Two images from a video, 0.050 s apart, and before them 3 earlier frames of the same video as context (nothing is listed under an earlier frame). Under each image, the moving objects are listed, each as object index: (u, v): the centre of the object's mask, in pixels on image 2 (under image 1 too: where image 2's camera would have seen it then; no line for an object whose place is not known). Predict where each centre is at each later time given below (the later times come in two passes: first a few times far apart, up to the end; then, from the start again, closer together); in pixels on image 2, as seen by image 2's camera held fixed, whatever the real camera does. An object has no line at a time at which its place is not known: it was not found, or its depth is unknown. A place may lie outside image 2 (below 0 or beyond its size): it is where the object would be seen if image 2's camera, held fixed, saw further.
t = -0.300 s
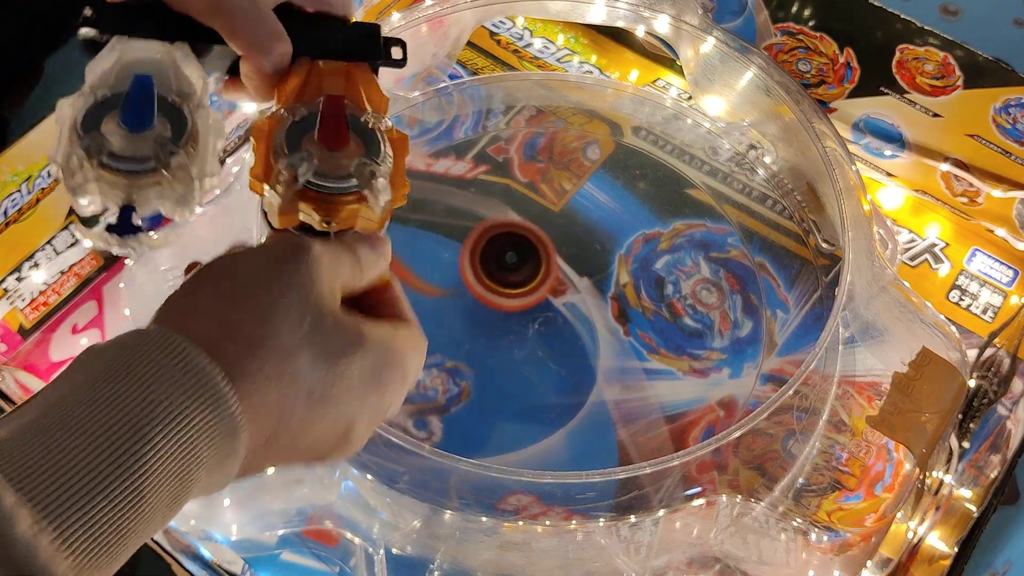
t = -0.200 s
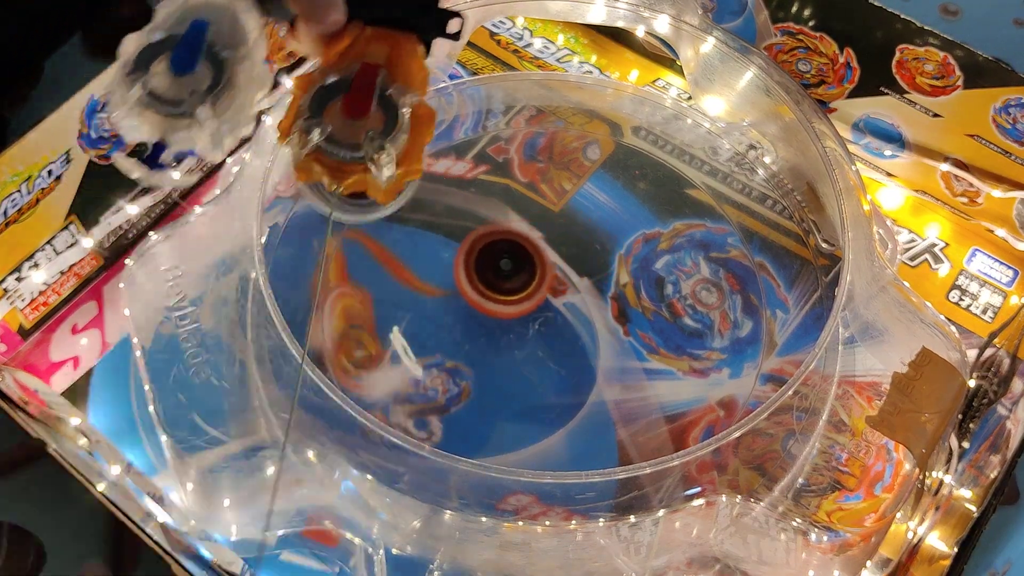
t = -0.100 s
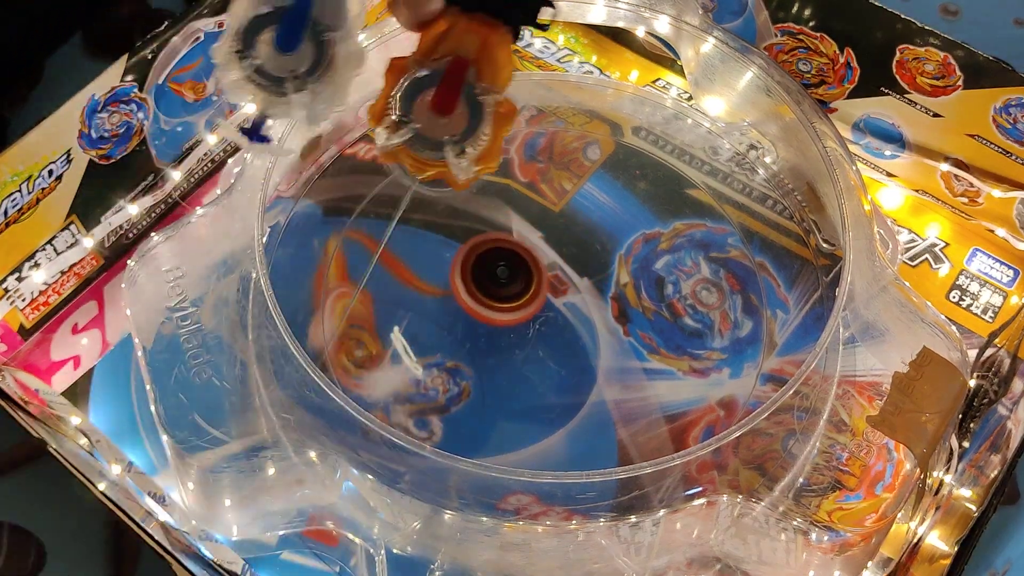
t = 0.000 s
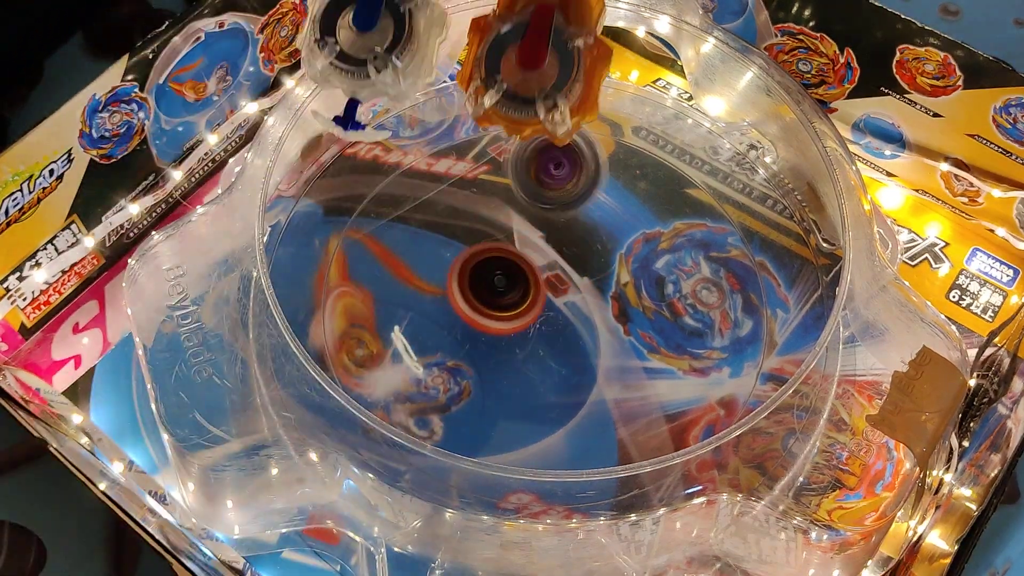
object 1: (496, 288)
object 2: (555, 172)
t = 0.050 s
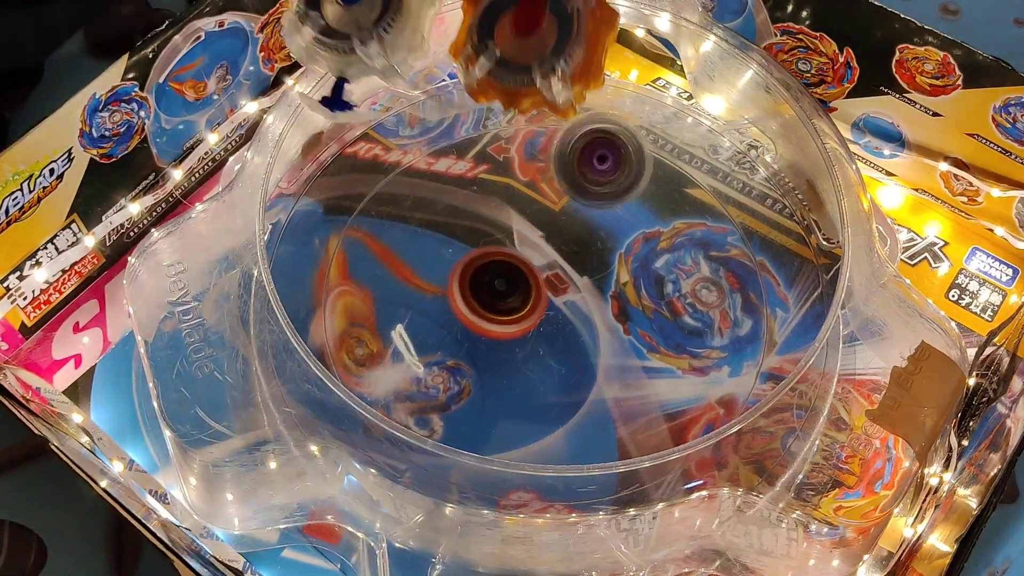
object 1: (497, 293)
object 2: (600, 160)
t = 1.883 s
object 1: (511, 252)
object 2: (647, 365)
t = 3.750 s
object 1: (605, 273)
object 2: (581, 359)
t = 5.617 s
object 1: (610, 288)
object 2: (487, 216)
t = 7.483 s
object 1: (526, 320)
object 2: (591, 226)
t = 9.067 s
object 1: (655, 170)
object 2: (574, 383)
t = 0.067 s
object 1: (498, 297)
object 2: (615, 155)
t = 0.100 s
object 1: (499, 300)
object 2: (643, 158)
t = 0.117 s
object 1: (499, 301)
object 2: (655, 165)
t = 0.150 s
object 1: (499, 304)
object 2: (679, 180)
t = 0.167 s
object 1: (500, 306)
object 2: (692, 186)
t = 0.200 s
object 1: (501, 310)
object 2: (706, 181)
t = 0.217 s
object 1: (501, 311)
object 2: (715, 187)
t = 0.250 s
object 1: (503, 315)
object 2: (721, 197)
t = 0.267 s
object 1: (503, 316)
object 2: (725, 216)
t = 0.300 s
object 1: (504, 319)
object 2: (738, 235)
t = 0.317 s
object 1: (504, 319)
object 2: (727, 237)
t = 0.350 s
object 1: (505, 322)
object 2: (728, 243)
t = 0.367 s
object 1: (505, 324)
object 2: (715, 252)
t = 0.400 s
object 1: (506, 326)
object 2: (707, 274)
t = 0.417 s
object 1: (507, 326)
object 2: (693, 295)
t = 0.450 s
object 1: (509, 328)
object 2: (679, 304)
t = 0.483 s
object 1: (512, 328)
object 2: (655, 304)
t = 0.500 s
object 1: (514, 327)
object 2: (642, 309)
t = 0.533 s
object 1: (514, 328)
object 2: (611, 326)
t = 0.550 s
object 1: (508, 328)
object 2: (604, 341)
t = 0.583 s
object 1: (467, 314)
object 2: (620, 368)
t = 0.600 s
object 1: (447, 305)
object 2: (632, 371)
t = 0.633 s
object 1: (414, 290)
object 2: (650, 378)
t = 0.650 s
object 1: (401, 283)
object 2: (659, 385)
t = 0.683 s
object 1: (377, 268)
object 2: (673, 394)
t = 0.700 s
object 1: (370, 262)
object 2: (678, 392)
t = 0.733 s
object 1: (362, 252)
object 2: (690, 392)
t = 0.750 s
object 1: (359, 247)
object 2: (693, 389)
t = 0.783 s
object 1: (362, 240)
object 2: (700, 385)
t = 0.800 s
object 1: (365, 237)
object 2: (702, 384)
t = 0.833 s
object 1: (376, 234)
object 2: (701, 366)
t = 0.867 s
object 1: (391, 232)
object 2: (698, 355)
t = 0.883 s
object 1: (400, 232)
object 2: (695, 354)
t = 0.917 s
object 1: (418, 231)
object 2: (684, 333)
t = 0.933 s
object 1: (427, 231)
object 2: (679, 324)
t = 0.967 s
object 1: (447, 232)
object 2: (664, 312)
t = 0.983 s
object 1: (457, 234)
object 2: (660, 300)
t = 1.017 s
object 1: (475, 236)
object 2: (644, 270)
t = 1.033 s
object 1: (485, 237)
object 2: (637, 260)
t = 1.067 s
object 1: (501, 241)
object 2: (622, 247)
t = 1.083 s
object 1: (508, 243)
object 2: (612, 243)
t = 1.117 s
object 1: (502, 243)
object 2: (619, 217)
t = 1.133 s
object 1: (500, 244)
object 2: (622, 208)
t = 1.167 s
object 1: (499, 244)
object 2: (626, 196)
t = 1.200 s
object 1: (499, 247)
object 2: (630, 195)
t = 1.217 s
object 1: (501, 248)
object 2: (631, 190)
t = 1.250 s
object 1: (503, 250)
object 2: (634, 186)
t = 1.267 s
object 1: (504, 251)
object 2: (636, 184)
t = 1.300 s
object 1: (510, 254)
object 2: (641, 184)
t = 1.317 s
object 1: (512, 256)
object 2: (642, 186)
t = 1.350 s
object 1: (517, 259)
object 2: (644, 191)
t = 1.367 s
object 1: (519, 261)
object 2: (644, 193)
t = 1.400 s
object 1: (523, 263)
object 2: (652, 200)
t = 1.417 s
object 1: (525, 264)
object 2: (654, 205)
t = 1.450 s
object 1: (528, 266)
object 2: (658, 215)
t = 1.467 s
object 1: (530, 267)
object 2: (662, 221)
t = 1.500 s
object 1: (532, 269)
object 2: (664, 233)
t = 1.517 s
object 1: (534, 269)
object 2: (665, 239)
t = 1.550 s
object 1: (537, 271)
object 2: (668, 254)
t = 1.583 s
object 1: (540, 273)
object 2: (667, 268)
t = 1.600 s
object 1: (541, 274)
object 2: (665, 275)
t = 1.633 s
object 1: (542, 276)
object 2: (665, 288)
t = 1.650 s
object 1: (544, 277)
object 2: (664, 294)
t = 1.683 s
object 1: (546, 278)
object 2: (661, 304)
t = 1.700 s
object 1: (547, 279)
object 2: (657, 311)
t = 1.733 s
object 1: (548, 281)
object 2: (649, 321)
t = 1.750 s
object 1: (548, 282)
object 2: (644, 325)
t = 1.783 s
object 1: (549, 283)
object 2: (639, 322)
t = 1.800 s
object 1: (547, 284)
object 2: (634, 323)
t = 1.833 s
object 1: (546, 283)
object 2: (622, 332)
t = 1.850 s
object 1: (541, 279)
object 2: (623, 345)
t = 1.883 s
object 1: (511, 252)
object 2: (647, 365)
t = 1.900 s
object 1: (499, 240)
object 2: (658, 375)
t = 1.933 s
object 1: (477, 216)
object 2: (675, 397)
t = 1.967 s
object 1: (461, 198)
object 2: (696, 413)
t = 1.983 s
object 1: (454, 188)
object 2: (707, 423)
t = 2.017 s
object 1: (446, 175)
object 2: (726, 440)
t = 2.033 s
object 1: (443, 168)
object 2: (724, 440)
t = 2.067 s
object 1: (443, 158)
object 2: (750, 442)
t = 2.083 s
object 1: (445, 154)
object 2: (756, 446)
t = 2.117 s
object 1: (452, 149)
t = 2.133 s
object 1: (457, 147)
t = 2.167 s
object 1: (467, 148)
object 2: (775, 451)
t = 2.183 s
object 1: (473, 149)
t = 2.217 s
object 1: (485, 153)
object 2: (762, 440)
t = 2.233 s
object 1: (491, 156)
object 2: (759, 437)
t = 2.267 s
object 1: (503, 163)
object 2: (743, 413)
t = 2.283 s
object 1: (509, 168)
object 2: (736, 397)
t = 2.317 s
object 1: (520, 178)
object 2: (726, 386)
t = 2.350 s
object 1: (531, 190)
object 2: (715, 377)
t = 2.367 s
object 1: (534, 195)
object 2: (705, 369)
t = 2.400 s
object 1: (543, 206)
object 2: (681, 340)
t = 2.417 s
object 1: (546, 212)
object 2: (668, 328)
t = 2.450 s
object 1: (552, 223)
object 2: (641, 308)
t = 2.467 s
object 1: (555, 228)
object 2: (623, 293)
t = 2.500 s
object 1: (547, 223)
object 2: (615, 278)
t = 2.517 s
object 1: (536, 213)
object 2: (611, 282)
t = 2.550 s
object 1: (515, 194)
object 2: (616, 294)
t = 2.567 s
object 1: (505, 186)
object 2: (621, 303)
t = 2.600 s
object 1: (489, 174)
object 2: (618, 311)
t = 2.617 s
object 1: (483, 170)
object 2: (619, 313)
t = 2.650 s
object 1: (471, 167)
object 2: (618, 326)
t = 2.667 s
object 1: (469, 167)
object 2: (617, 335)
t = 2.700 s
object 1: (466, 168)
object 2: (613, 334)
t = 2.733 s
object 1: (467, 173)
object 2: (608, 339)
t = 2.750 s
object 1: (468, 177)
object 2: (605, 345)
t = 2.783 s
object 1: (472, 184)
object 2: (598, 353)
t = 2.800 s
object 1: (475, 187)
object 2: (594, 351)
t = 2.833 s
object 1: (482, 197)
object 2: (586, 353)
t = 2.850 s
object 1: (486, 202)
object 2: (581, 357)
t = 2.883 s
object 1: (494, 210)
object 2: (572, 361)
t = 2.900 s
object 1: (498, 214)
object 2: (568, 355)
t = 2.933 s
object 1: (506, 224)
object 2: (559, 349)
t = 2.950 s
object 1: (509, 229)
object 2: (554, 351)
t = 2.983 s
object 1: (516, 237)
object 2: (545, 358)
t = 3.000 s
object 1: (519, 240)
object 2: (542, 354)
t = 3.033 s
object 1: (527, 247)
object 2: (536, 343)
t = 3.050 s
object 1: (530, 250)
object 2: (533, 341)
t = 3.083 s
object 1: (536, 255)
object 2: (526, 344)
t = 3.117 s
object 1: (541, 239)
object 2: (517, 362)
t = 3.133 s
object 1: (544, 226)
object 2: (516, 372)
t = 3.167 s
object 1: (551, 203)
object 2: (507, 405)
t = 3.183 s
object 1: (554, 193)
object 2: (505, 412)
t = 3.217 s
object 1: (558, 177)
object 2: (504, 429)
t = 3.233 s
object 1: (561, 171)
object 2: (505, 434)
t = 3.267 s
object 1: (568, 166)
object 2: (503, 455)
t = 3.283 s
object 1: (573, 165)
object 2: (504, 459)
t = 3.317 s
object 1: (580, 167)
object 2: (502, 475)
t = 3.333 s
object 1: (585, 169)
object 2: (504, 477)
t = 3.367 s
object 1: (594, 177)
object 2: (508, 483)
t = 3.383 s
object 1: (597, 181)
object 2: (510, 491)
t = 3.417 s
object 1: (604, 192)
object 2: (525, 483)
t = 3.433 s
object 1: (606, 197)
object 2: (532, 479)
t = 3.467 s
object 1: (609, 207)
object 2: (540, 475)
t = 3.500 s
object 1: (611, 218)
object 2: (551, 480)
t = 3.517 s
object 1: (612, 223)
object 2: (545, 475)
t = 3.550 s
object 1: (612, 232)
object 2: (555, 456)
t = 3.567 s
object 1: (612, 238)
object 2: (559, 451)
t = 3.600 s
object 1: (612, 246)
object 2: (569, 447)
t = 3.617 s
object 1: (611, 251)
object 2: (575, 438)
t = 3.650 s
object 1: (610, 257)
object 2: (583, 421)
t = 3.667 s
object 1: (609, 260)
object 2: (577, 414)
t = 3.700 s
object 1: (608, 266)
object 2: (581, 394)
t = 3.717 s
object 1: (607, 269)
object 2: (580, 382)
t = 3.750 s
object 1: (605, 273)
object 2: (581, 359)
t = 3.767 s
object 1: (606, 263)
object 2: (578, 357)
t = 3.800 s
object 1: (610, 233)
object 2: (568, 365)
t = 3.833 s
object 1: (613, 206)
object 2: (554, 378)
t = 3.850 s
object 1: (614, 194)
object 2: (546, 382)
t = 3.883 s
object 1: (615, 175)
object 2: (533, 384)
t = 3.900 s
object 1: (616, 167)
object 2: (529, 387)
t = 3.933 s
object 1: (618, 156)
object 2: (515, 387)
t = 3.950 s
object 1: (619, 153)
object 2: (509, 388)
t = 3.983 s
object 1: (623, 151)
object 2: (498, 395)
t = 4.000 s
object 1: (625, 151)
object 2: (494, 393)
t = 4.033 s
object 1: (630, 155)
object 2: (486, 388)
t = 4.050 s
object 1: (632, 157)
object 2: (482, 389)
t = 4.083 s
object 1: (635, 164)
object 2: (473, 384)
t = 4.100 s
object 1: (636, 168)
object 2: (468, 381)
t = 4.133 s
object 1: (637, 178)
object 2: (467, 374)
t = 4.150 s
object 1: (636, 184)
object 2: (470, 372)
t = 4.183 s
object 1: (634, 194)
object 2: (459, 361)
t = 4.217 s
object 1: (630, 204)
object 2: (458, 355)
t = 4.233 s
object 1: (628, 210)
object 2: (461, 348)
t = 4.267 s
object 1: (623, 223)
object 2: (467, 339)
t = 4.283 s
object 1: (621, 229)
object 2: (463, 335)
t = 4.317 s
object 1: (615, 241)
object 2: (466, 326)
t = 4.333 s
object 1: (611, 247)
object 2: (469, 318)
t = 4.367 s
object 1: (605, 256)
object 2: (477, 314)
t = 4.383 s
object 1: (602, 261)
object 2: (479, 311)
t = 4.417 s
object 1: (596, 268)
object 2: (483, 300)
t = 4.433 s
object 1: (594, 272)
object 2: (486, 296)
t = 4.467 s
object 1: (608, 272)
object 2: (471, 287)
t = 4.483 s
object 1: (620, 270)
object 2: (453, 285)
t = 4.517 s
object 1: (641, 266)
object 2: (429, 278)
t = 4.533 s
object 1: (651, 265)
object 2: (416, 276)
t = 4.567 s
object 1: (664, 264)
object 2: (390, 281)
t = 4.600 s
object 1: (670, 264)
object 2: (372, 272)
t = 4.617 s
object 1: (671, 264)
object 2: (364, 270)
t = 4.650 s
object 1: (670, 267)
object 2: (348, 274)
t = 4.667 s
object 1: (669, 268)
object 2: (342, 275)
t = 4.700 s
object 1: (667, 272)
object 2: (336, 276)
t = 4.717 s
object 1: (666, 274)
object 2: (344, 280)
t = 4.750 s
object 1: (662, 276)
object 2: (341, 282)
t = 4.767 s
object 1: (661, 277)
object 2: (348, 282)
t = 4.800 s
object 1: (656, 280)
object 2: (365, 291)
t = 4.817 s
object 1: (654, 283)
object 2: (364, 292)
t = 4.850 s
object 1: (650, 285)
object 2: (389, 299)
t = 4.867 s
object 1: (648, 286)
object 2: (397, 303)
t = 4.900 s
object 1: (644, 288)
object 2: (410, 304)
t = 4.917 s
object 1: (642, 289)
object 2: (422, 306)
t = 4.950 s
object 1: (638, 291)
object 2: (450, 312)
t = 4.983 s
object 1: (633, 293)
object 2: (472, 312)
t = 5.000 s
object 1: (631, 293)
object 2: (483, 315)
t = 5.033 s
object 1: (627, 295)
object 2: (496, 309)
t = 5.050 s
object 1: (625, 296)
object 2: (508, 310)
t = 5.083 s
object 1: (644, 289)
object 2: (517, 306)
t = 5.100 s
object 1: (663, 288)
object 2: (503, 299)
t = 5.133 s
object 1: (694, 277)
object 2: (497, 301)
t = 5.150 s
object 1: (706, 272)
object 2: (491, 296)
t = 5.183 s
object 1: (726, 267)
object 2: (482, 291)
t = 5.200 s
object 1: (736, 264)
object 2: (481, 286)
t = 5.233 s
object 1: (746, 262)
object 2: (467, 278)
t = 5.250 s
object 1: (748, 262)
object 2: (472, 275)
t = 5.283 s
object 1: (747, 263)
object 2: (471, 269)
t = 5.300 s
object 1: (746, 265)
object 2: (463, 264)
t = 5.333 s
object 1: (737, 269)
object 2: (467, 256)
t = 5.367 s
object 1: (728, 271)
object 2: (467, 251)
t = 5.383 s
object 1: (722, 273)
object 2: (468, 246)
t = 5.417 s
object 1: (708, 277)
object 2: (466, 240)
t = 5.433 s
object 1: (701, 278)
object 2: (469, 236)
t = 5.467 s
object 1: (684, 282)
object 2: (472, 231)
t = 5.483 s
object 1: (675, 283)
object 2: (471, 227)
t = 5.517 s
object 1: (658, 286)
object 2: (476, 224)
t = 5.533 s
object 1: (650, 287)
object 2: (475, 223)
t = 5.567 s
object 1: (633, 288)
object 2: (482, 218)
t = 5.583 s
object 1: (625, 288)
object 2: (483, 218)
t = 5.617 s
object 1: (610, 288)
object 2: (487, 216)
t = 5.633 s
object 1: (603, 288)
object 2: (489, 215)
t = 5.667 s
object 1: (589, 287)
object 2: (492, 213)
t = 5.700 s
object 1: (575, 285)
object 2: (495, 212)
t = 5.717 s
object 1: (570, 284)
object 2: (495, 212)
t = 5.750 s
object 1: (564, 287)
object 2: (494, 203)
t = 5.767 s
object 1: (562, 288)
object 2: (491, 201)
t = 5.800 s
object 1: (556, 289)
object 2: (489, 193)
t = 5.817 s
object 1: (553, 289)
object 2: (486, 191)
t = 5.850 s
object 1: (546, 288)
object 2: (484, 186)
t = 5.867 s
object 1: (542, 288)
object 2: (481, 185)
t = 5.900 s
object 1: (534, 287)
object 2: (476, 185)
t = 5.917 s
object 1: (530, 286)
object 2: (474, 184)
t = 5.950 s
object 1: (523, 285)
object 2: (472, 187)
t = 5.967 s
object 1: (519, 285)
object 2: (471, 185)
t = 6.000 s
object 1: (512, 284)
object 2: (470, 188)
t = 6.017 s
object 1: (509, 284)
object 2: (471, 188)
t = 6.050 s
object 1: (504, 283)
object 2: (472, 191)
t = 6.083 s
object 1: (500, 288)
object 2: (475, 190)
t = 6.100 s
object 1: (500, 295)
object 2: (476, 188)
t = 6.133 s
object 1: (499, 309)
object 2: (480, 185)
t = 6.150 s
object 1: (499, 315)
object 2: (482, 188)
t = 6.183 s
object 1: (497, 325)
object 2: (487, 188)
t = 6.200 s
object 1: (495, 328)
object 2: (491, 190)
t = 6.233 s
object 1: (491, 335)
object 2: (498, 192)
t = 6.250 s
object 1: (489, 339)
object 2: (503, 195)
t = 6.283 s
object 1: (485, 343)
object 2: (511, 198)
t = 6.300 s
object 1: (484, 345)
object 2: (516, 202)
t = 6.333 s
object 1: (481, 348)
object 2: (528, 205)
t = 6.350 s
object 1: (480, 349)
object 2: (534, 208)
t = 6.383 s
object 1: (480, 350)
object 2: (549, 211)
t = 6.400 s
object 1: (481, 351)
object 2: (552, 214)
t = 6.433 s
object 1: (482, 351)
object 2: (568, 217)
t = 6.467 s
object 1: (483, 349)
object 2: (581, 220)
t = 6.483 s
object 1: (485, 348)
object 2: (586, 220)
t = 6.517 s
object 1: (487, 346)
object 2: (598, 223)
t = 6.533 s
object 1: (488, 344)
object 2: (603, 222)
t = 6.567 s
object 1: (493, 342)
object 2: (612, 222)
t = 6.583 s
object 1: (495, 342)
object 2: (617, 222)
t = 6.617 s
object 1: (498, 340)
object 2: (625, 223)
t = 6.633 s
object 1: (500, 339)
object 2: (628, 222)
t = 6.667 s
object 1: (504, 336)
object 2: (634, 222)
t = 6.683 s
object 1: (505, 335)
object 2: (636, 221)
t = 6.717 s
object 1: (510, 332)
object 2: (639, 220)
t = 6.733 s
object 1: (513, 331)
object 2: (641, 219)
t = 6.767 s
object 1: (517, 329)
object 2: (642, 218)
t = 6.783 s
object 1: (519, 328)
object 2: (642, 217)
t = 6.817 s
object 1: (523, 325)
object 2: (642, 217)
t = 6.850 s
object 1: (529, 322)
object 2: (640, 217)
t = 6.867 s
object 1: (531, 320)
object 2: (640, 217)
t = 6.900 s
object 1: (539, 317)
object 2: (637, 219)
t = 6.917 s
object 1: (543, 314)
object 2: (636, 219)
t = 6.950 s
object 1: (550, 310)
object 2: (630, 225)
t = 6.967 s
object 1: (553, 309)
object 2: (628, 227)
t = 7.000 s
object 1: (559, 305)
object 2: (624, 233)
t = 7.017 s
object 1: (558, 307)
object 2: (624, 232)
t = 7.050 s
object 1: (559, 309)
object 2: (627, 231)
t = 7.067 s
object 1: (560, 310)
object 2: (626, 231)
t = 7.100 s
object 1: (561, 309)
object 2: (627, 233)
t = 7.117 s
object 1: (562, 308)
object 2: (626, 234)
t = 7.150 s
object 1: (556, 314)
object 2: (632, 229)
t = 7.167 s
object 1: (552, 316)
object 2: (633, 225)
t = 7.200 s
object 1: (546, 321)
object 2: (636, 218)
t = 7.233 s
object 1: (542, 323)
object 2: (636, 214)
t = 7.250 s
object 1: (541, 322)
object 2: (635, 211)
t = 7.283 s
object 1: (541, 320)
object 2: (630, 208)
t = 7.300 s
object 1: (542, 320)
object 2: (627, 208)
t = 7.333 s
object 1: (541, 318)
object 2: (619, 210)
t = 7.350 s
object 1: (541, 316)
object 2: (615, 211)
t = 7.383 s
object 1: (541, 312)
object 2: (606, 216)
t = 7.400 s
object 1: (541, 311)
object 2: (601, 220)
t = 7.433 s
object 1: (539, 310)
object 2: (593, 229)
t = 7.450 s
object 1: (534, 313)
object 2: (591, 227)
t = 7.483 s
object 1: (526, 320)
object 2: (591, 226)
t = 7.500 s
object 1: (522, 322)
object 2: (588, 226)
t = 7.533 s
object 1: (516, 325)
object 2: (587, 228)
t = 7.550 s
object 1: (514, 324)
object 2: (584, 231)
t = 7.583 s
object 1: (511, 323)
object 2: (583, 235)
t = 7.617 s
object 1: (508, 321)
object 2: (581, 242)
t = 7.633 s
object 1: (506, 319)
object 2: (578, 247)
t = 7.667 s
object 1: (492, 325)
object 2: (587, 248)
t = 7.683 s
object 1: (477, 332)
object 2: (595, 244)
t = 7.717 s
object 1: (451, 342)
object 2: (609, 238)
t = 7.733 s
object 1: (437, 345)
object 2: (616, 235)
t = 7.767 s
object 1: (415, 348)
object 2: (624, 229)
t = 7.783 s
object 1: (403, 348)
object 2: (628, 224)
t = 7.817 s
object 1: (384, 342)
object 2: (631, 220)
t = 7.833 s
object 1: (377, 339)
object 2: (632, 216)
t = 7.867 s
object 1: (362, 329)
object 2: (630, 213)
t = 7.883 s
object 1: (357, 325)
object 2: (627, 212)
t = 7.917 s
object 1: (352, 318)
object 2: (625, 209)
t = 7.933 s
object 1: (350, 315)
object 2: (621, 211)
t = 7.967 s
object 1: (352, 311)
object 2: (614, 211)
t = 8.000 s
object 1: (354, 307)
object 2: (608, 214)
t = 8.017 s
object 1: (358, 304)
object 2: (601, 219)
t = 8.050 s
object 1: (367, 302)
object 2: (594, 225)
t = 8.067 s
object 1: (373, 300)
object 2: (591, 230)
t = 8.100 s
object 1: (387, 297)
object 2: (583, 241)
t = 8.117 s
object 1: (393, 295)
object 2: (581, 246)
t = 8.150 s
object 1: (408, 294)
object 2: (576, 262)
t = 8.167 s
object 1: (416, 292)
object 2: (575, 266)
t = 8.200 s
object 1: (432, 291)
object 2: (573, 283)
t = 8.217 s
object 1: (440, 290)
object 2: (573, 289)
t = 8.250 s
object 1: (455, 289)
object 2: (575, 305)
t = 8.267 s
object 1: (461, 288)
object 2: (575, 313)
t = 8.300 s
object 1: (477, 287)
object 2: (581, 325)
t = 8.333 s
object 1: (489, 286)
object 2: (587, 337)
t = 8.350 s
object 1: (496, 286)
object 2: (589, 343)
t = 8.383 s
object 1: (511, 286)
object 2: (597, 350)
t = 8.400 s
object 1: (518, 287)
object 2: (595, 356)
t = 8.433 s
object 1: (536, 288)
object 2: (607, 360)
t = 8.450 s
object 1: (544, 289)
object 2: (612, 360)
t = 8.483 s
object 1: (563, 290)
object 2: (614, 363)
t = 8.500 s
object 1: (571, 289)
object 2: (624, 363)
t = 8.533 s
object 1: (581, 280)
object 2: (640, 368)
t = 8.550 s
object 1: (589, 277)
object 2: (644, 372)
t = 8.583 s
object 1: (599, 272)
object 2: (657, 372)
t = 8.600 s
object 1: (606, 270)
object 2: (661, 373)
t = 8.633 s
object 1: (616, 266)
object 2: (668, 370)
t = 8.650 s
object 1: (622, 265)
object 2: (672, 367)
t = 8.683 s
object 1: (631, 263)
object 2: (677, 360)
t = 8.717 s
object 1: (636, 261)
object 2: (672, 352)
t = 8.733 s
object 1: (640, 261)
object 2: (680, 346)
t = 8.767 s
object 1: (641, 259)
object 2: (678, 336)
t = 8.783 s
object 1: (644, 254)
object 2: (665, 327)
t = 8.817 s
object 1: (646, 231)
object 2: (665, 347)
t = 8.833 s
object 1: (646, 221)
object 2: (655, 353)
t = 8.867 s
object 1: (648, 202)
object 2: (641, 362)
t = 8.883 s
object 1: (648, 195)
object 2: (645, 364)
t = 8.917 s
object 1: (650, 182)
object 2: (632, 372)
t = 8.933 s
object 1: (651, 178)
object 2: (616, 375)
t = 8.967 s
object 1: (652, 171)
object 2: (603, 377)
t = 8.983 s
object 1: (653, 170)
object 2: (606, 382)
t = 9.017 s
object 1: (655, 168)
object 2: (592, 385)
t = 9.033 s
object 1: (655, 168)
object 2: (586, 384)
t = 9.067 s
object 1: (655, 170)
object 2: (574, 383)
